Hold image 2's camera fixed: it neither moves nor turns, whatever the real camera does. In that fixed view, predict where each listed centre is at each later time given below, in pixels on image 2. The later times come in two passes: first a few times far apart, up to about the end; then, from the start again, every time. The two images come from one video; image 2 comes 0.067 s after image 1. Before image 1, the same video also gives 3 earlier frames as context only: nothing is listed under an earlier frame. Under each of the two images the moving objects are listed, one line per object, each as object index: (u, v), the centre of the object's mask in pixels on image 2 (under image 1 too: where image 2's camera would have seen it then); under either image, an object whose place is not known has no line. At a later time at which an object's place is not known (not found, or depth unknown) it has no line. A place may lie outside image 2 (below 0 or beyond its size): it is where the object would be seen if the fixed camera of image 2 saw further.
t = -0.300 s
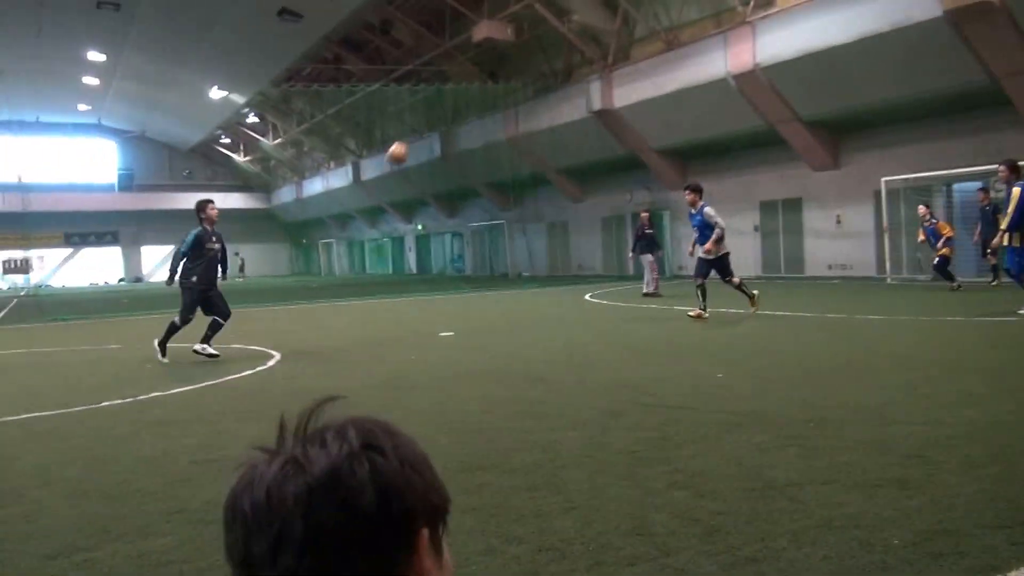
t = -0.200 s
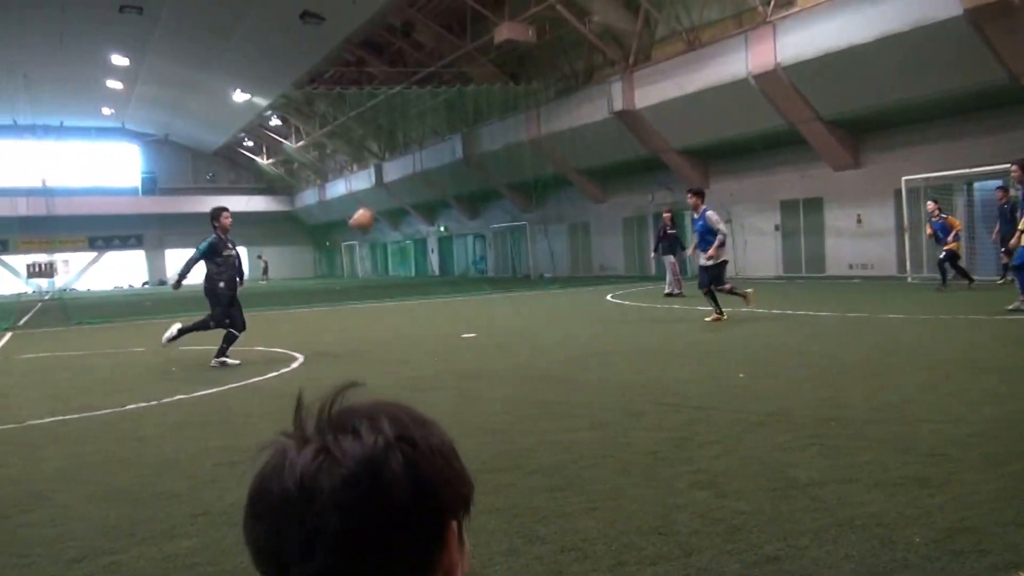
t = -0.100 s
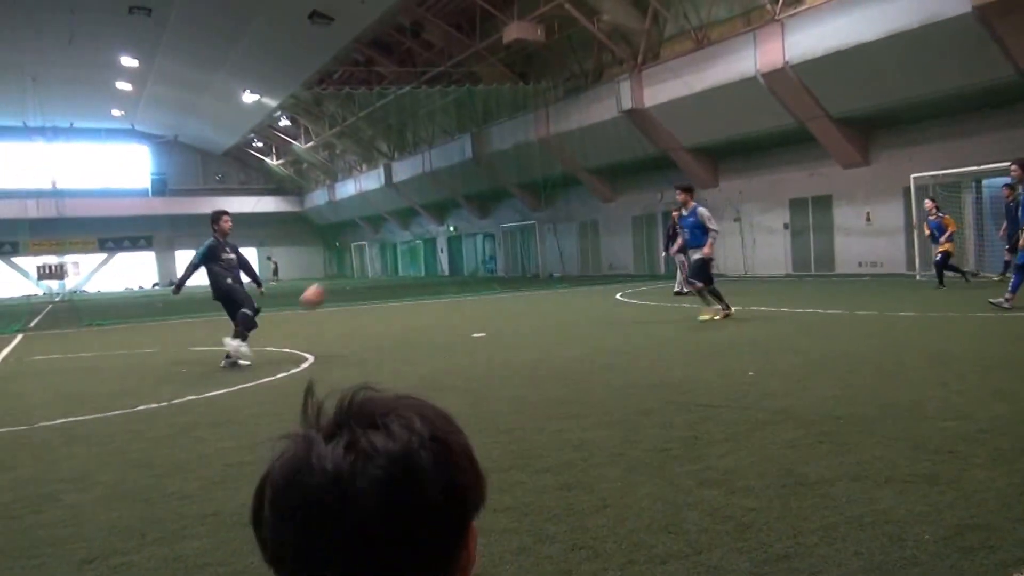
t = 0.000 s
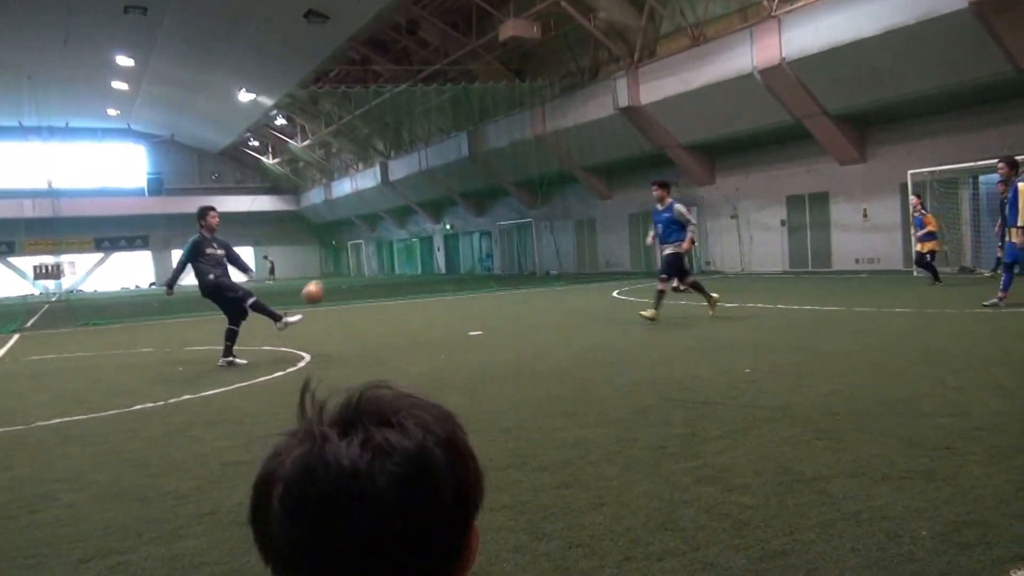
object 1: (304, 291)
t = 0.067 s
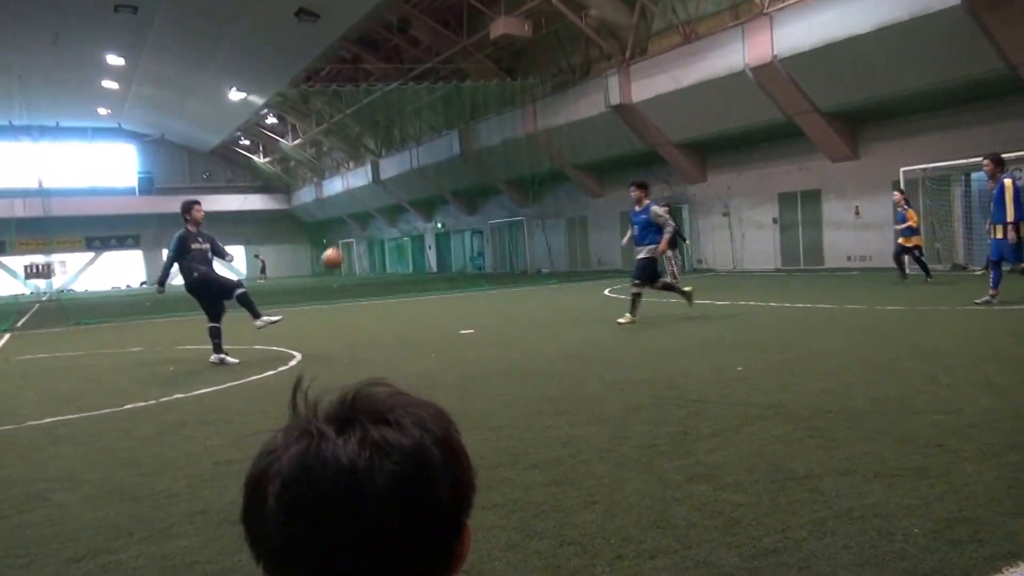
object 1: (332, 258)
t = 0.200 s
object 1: (387, 205)
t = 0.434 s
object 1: (485, 154)
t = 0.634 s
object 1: (571, 152)
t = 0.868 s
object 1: (677, 197)
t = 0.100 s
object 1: (346, 243)
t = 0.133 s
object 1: (360, 229)
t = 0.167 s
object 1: (373, 217)
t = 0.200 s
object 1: (387, 205)
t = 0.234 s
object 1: (401, 195)
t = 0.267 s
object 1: (415, 186)
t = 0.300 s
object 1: (429, 177)
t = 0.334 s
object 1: (443, 170)
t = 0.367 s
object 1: (457, 164)
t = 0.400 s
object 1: (471, 158)
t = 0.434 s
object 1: (485, 154)
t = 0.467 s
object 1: (498, 152)
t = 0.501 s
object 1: (513, 149)
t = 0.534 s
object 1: (527, 148)
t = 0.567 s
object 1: (541, 149)
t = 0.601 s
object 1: (556, 150)
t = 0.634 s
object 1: (571, 152)
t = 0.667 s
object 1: (585, 154)
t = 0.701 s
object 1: (600, 159)
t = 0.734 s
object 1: (615, 164)
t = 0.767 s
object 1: (630, 171)
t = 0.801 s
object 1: (645, 179)
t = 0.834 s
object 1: (661, 187)
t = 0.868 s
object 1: (677, 197)
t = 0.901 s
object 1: (693, 208)
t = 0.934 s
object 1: (708, 220)
